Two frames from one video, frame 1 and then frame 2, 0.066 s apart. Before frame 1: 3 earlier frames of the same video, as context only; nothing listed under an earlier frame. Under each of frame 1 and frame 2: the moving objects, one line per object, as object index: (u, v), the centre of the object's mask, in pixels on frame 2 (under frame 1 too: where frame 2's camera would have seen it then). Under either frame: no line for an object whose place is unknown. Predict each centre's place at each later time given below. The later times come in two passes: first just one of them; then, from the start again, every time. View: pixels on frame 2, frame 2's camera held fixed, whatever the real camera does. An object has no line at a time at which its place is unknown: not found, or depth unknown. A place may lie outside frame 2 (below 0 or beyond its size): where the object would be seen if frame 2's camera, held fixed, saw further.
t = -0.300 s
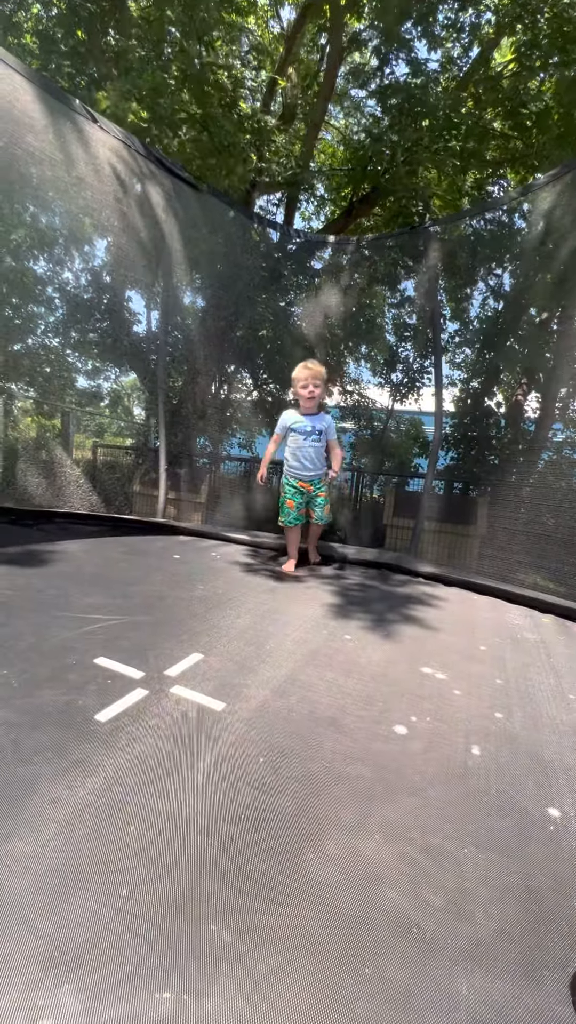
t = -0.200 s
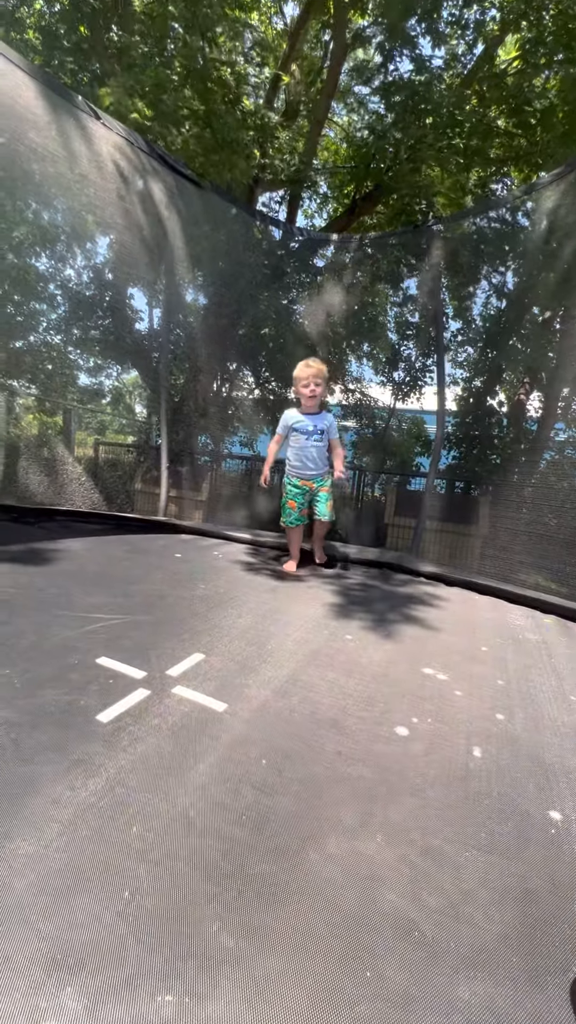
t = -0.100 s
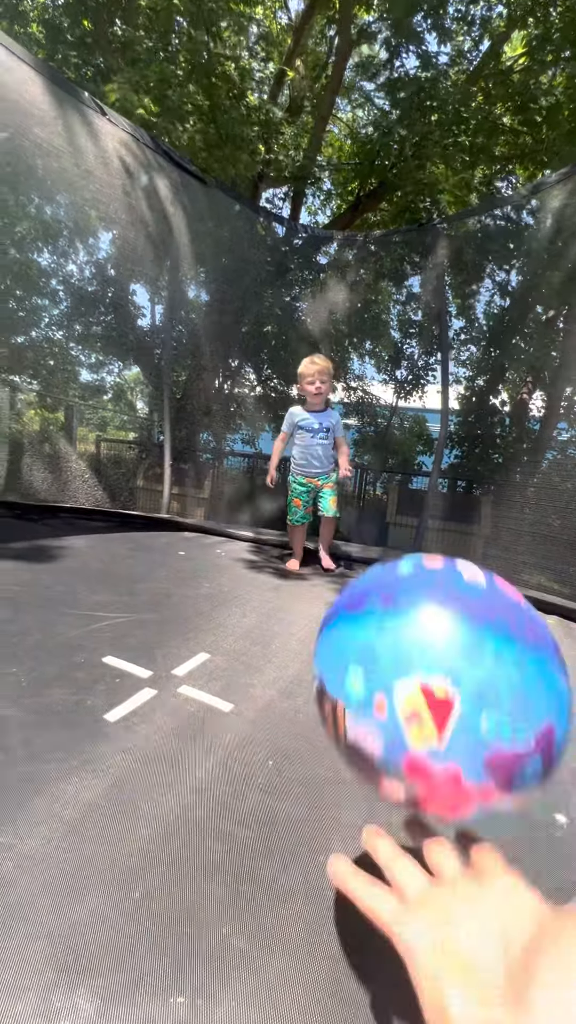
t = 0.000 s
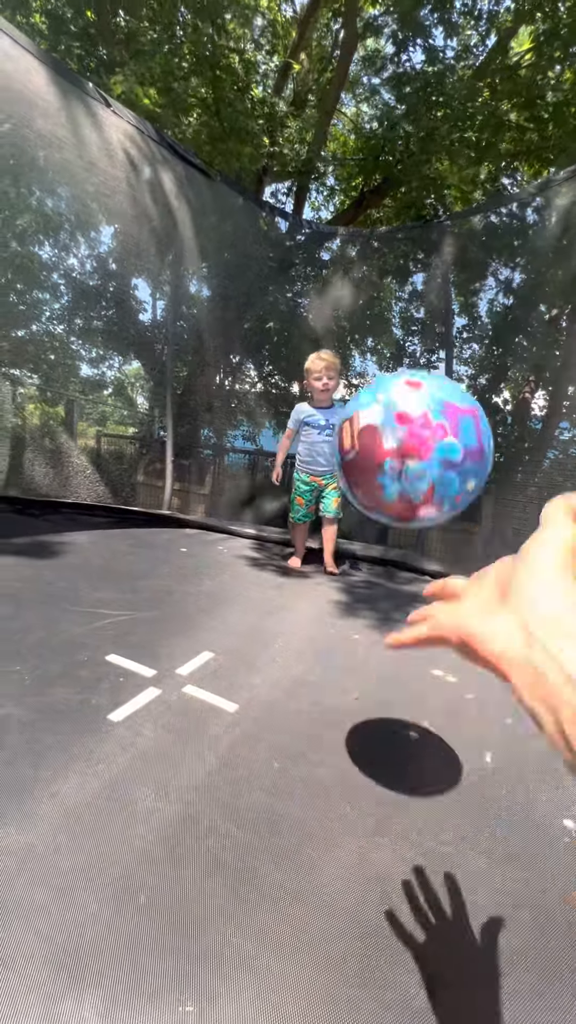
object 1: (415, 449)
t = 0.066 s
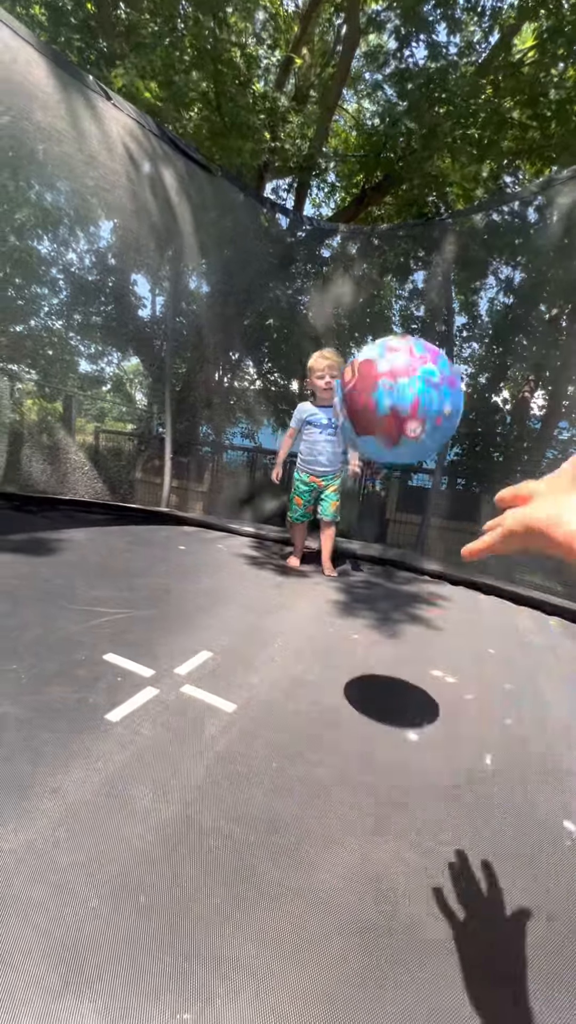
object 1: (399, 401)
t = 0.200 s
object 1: (372, 410)
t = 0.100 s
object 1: (393, 392)
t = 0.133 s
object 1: (382, 394)
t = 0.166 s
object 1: (377, 399)
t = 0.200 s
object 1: (372, 410)
